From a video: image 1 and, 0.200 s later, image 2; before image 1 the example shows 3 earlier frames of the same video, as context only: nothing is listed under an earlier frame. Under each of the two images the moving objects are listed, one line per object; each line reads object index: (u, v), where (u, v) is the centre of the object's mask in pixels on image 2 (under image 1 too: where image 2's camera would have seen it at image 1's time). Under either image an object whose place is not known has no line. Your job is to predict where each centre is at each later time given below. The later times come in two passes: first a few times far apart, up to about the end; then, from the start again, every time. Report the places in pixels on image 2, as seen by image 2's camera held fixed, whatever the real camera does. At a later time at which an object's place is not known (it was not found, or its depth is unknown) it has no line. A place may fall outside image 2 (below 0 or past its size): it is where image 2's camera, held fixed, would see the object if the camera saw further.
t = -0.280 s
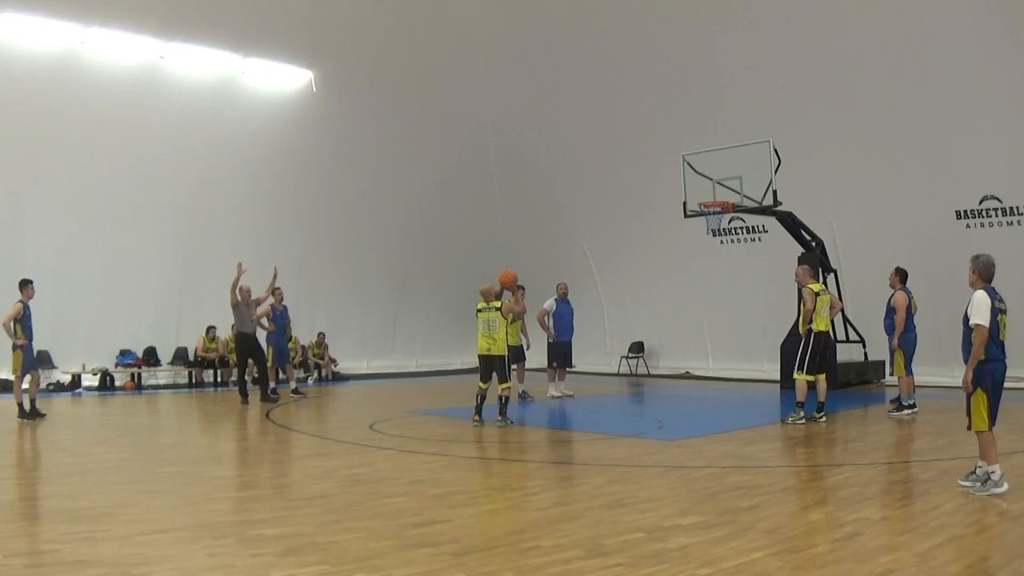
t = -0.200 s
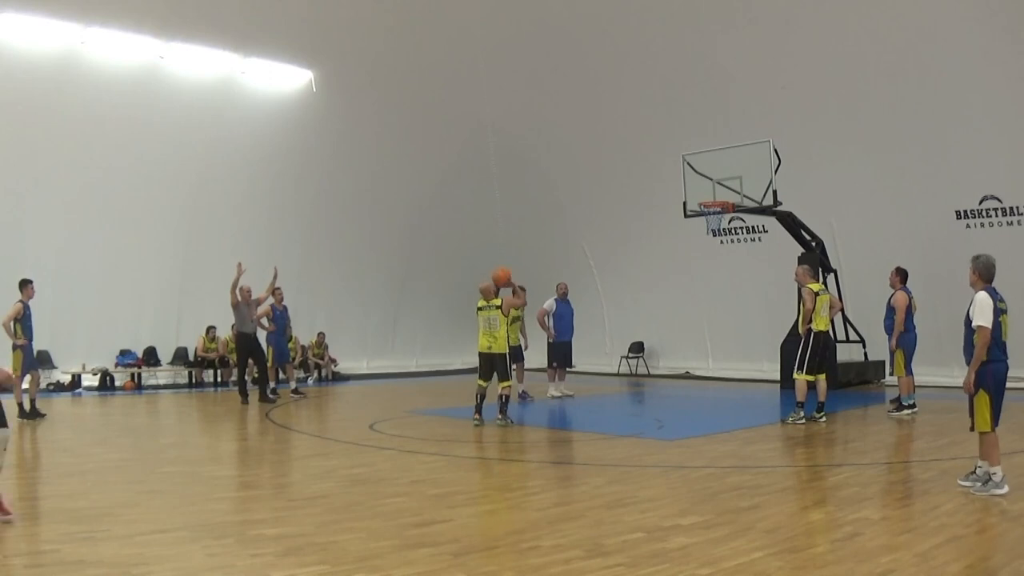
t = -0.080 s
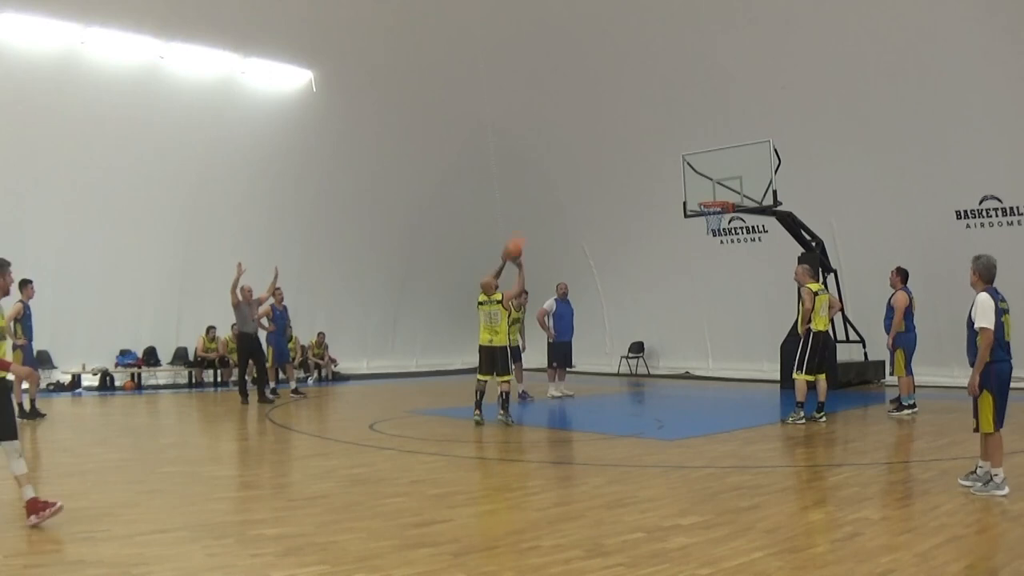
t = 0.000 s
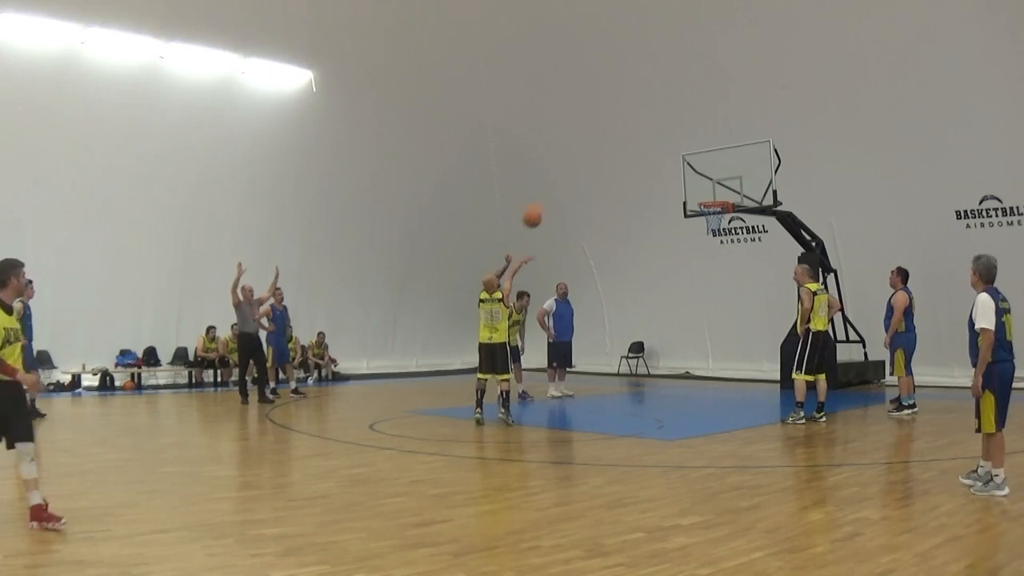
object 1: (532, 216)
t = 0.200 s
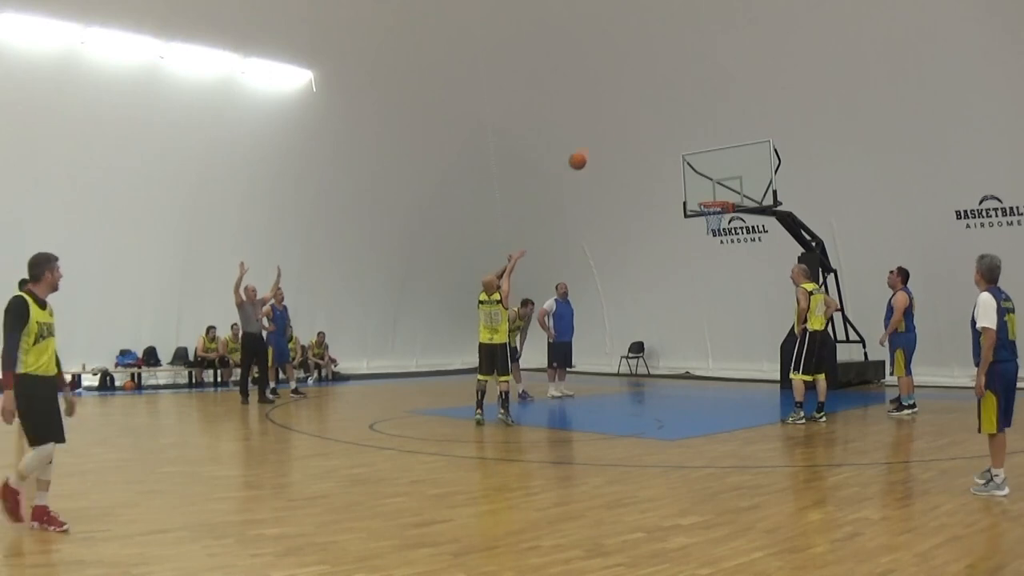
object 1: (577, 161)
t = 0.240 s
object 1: (586, 153)
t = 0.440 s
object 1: (626, 136)
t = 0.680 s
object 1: (669, 149)
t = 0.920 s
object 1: (709, 196)
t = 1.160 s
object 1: (715, 220)
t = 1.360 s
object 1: (706, 246)
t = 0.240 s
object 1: (586, 153)
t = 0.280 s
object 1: (594, 147)
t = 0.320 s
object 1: (602, 142)
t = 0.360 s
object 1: (610, 139)
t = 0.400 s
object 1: (618, 136)
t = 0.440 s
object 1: (626, 136)
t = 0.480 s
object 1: (633, 135)
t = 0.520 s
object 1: (641, 136)
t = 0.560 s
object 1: (648, 137)
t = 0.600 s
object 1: (655, 141)
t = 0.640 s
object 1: (662, 144)
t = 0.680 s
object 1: (669, 149)
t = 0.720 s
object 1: (676, 155)
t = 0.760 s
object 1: (683, 162)
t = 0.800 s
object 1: (690, 170)
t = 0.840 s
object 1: (697, 178)
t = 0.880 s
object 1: (703, 188)
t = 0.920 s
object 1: (709, 196)
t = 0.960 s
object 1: (716, 212)
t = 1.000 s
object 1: (721, 214)
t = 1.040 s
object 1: (721, 215)
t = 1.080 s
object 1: (719, 216)
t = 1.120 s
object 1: (717, 218)
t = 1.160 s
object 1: (715, 220)
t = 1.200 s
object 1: (713, 223)
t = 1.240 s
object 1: (711, 228)
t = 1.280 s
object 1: (709, 233)
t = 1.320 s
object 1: (708, 239)
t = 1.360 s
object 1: (706, 246)
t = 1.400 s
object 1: (704, 254)
